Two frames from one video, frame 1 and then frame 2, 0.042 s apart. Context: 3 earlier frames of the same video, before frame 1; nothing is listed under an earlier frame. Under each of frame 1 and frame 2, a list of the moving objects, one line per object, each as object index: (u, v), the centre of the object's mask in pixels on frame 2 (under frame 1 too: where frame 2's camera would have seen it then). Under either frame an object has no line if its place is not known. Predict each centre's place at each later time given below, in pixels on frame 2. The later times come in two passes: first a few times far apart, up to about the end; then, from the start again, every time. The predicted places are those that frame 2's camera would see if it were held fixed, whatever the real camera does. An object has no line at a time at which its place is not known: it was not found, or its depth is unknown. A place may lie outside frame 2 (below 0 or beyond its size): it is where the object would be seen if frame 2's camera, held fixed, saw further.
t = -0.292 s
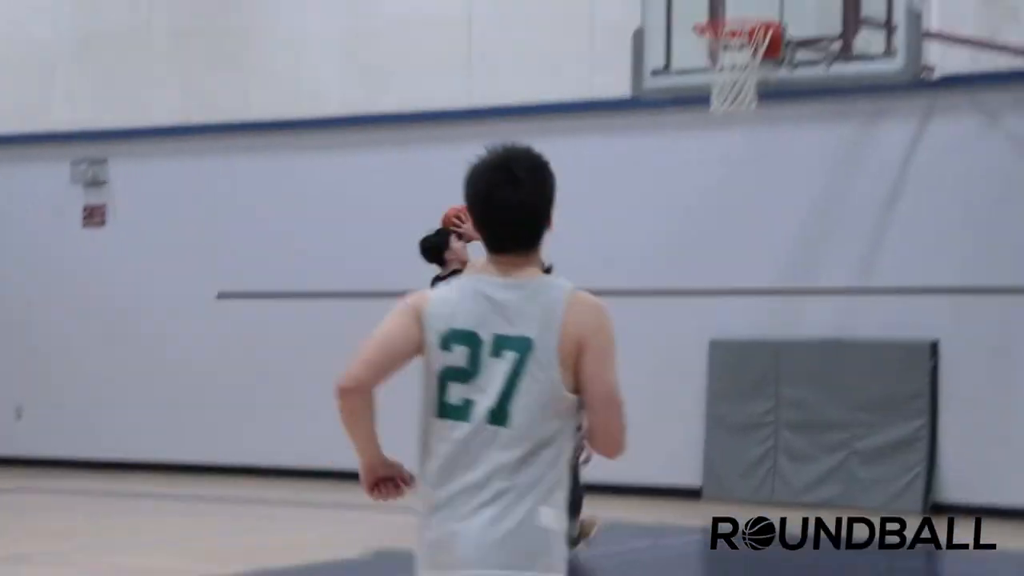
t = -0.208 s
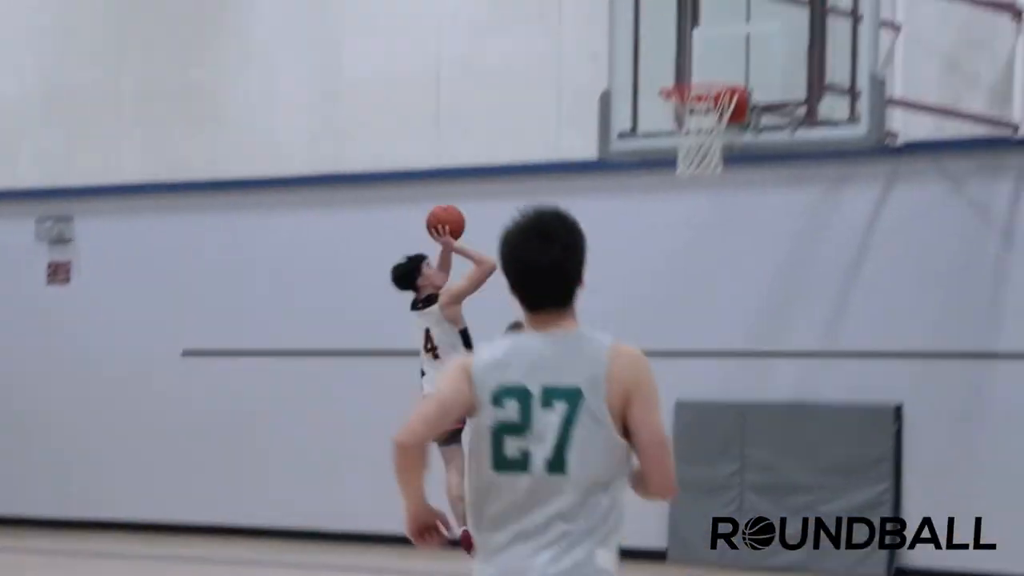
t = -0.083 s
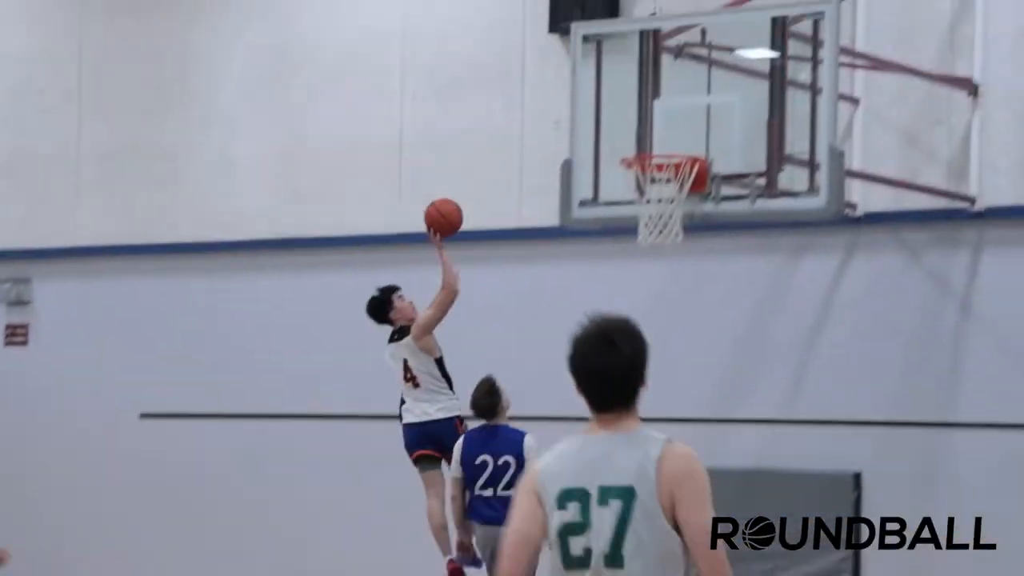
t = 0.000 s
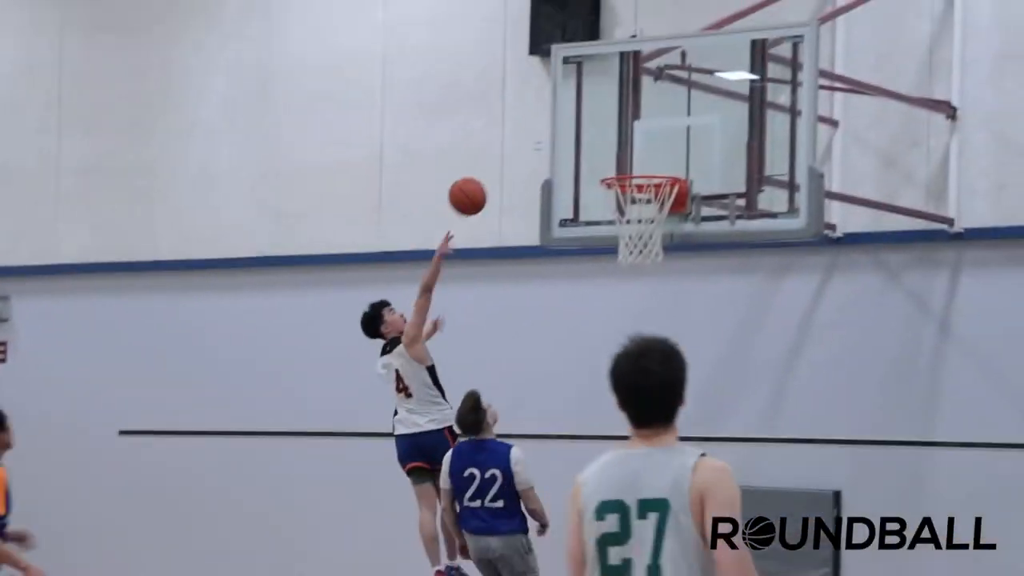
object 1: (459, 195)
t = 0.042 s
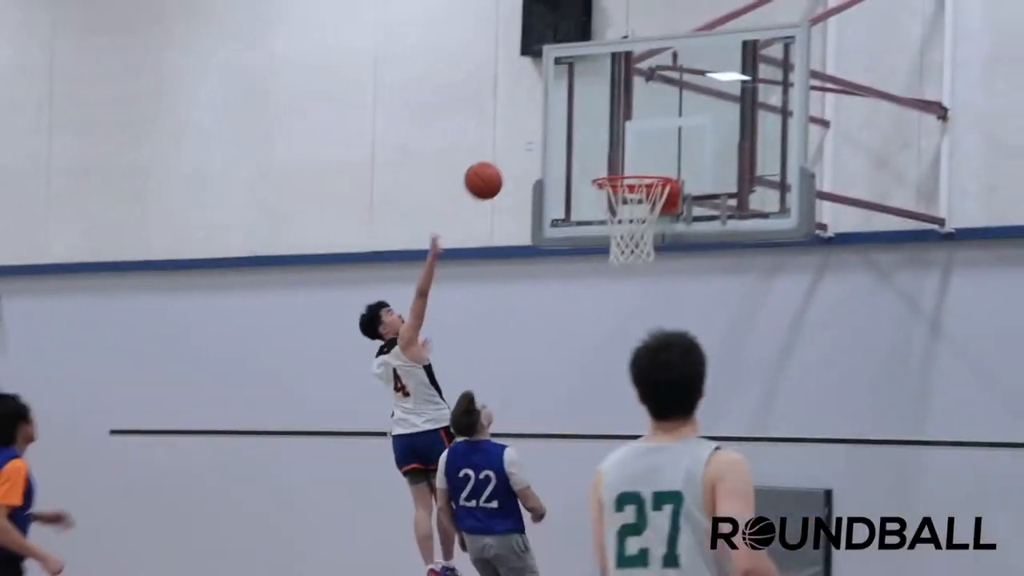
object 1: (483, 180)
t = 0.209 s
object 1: (578, 146)
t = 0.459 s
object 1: (616, 166)
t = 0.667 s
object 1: (646, 245)
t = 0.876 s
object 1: (656, 347)
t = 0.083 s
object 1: (507, 168)
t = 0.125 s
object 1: (531, 158)
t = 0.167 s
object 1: (554, 151)
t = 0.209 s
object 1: (578, 146)
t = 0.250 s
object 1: (596, 144)
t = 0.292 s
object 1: (600, 144)
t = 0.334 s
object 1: (604, 147)
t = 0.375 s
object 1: (608, 153)
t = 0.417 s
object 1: (612, 161)
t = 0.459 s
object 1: (616, 166)
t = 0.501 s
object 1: (624, 184)
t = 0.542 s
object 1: (630, 198)
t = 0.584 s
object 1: (636, 212)
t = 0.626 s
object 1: (641, 228)
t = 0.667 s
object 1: (646, 245)
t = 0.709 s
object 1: (648, 263)
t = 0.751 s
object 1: (650, 277)
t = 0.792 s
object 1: (652, 297)
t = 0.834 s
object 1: (654, 321)
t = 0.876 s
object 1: (656, 347)
